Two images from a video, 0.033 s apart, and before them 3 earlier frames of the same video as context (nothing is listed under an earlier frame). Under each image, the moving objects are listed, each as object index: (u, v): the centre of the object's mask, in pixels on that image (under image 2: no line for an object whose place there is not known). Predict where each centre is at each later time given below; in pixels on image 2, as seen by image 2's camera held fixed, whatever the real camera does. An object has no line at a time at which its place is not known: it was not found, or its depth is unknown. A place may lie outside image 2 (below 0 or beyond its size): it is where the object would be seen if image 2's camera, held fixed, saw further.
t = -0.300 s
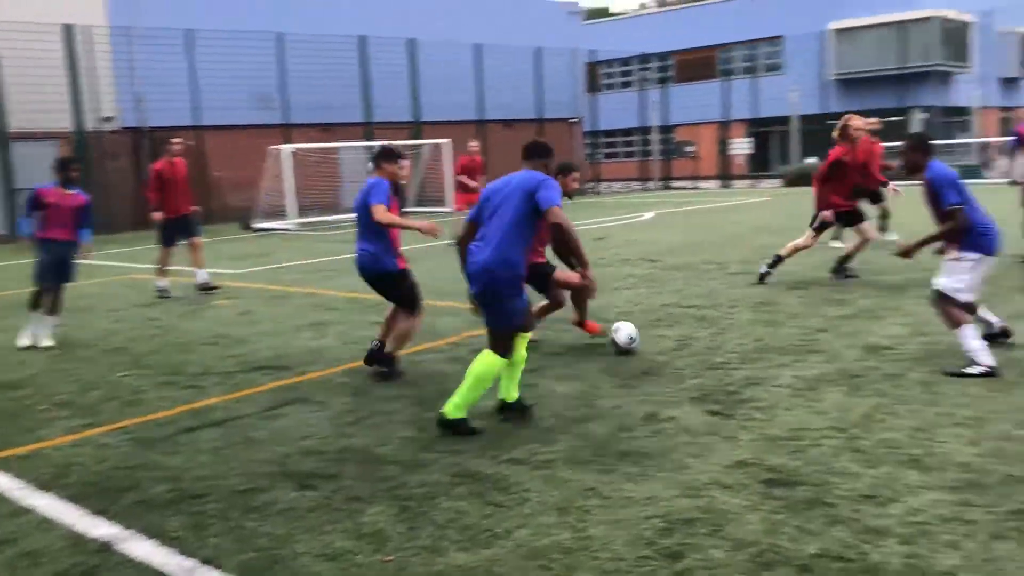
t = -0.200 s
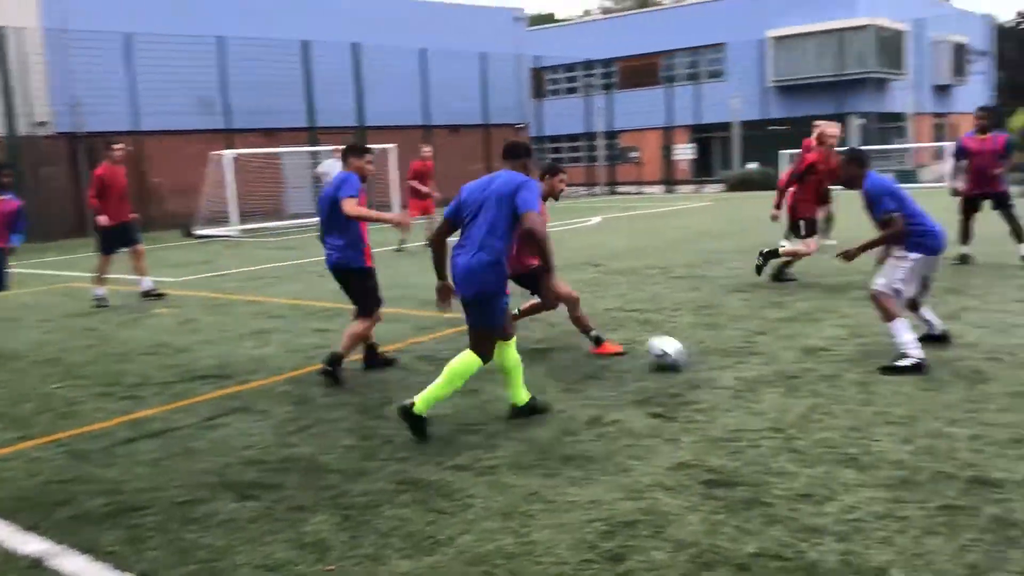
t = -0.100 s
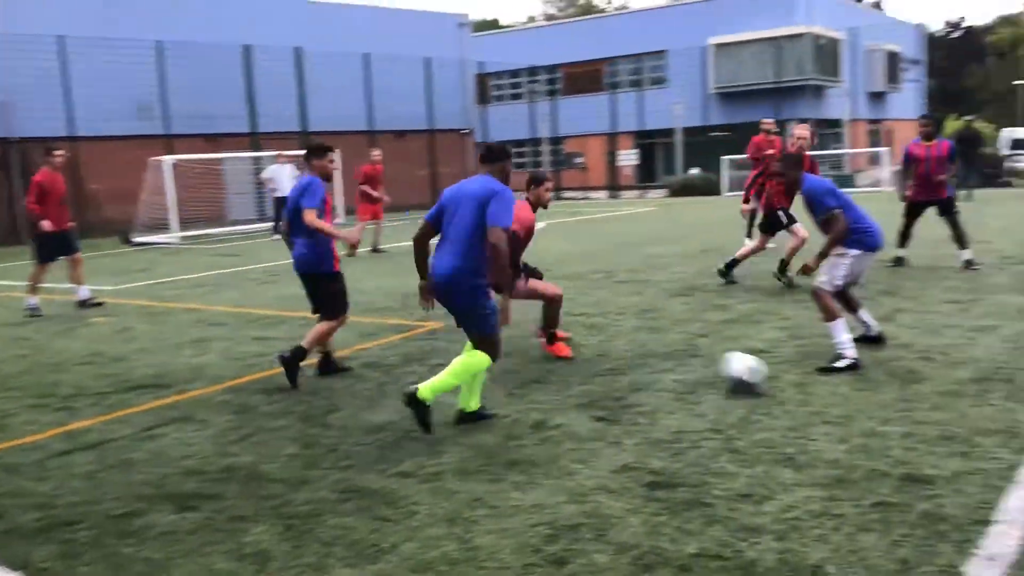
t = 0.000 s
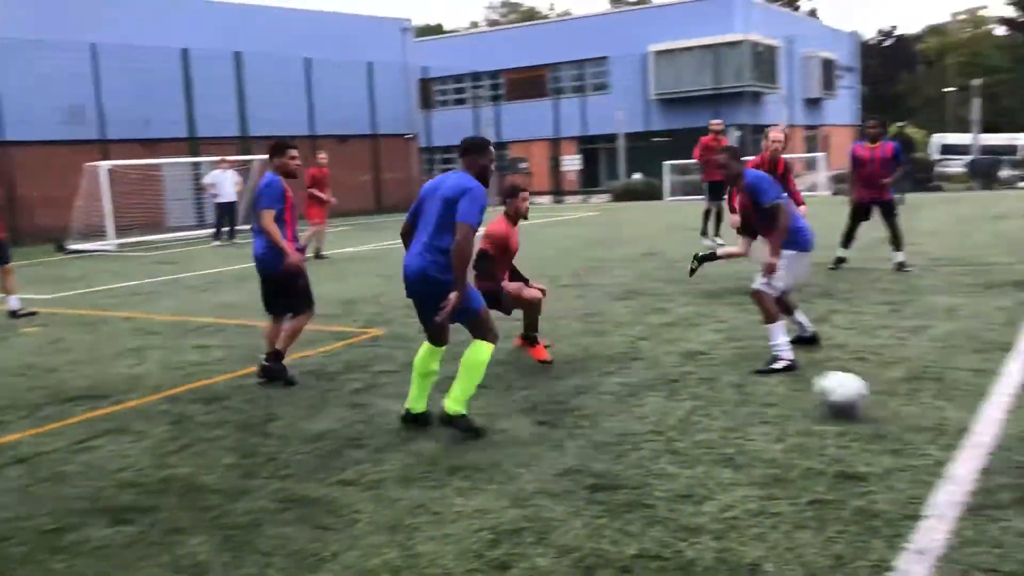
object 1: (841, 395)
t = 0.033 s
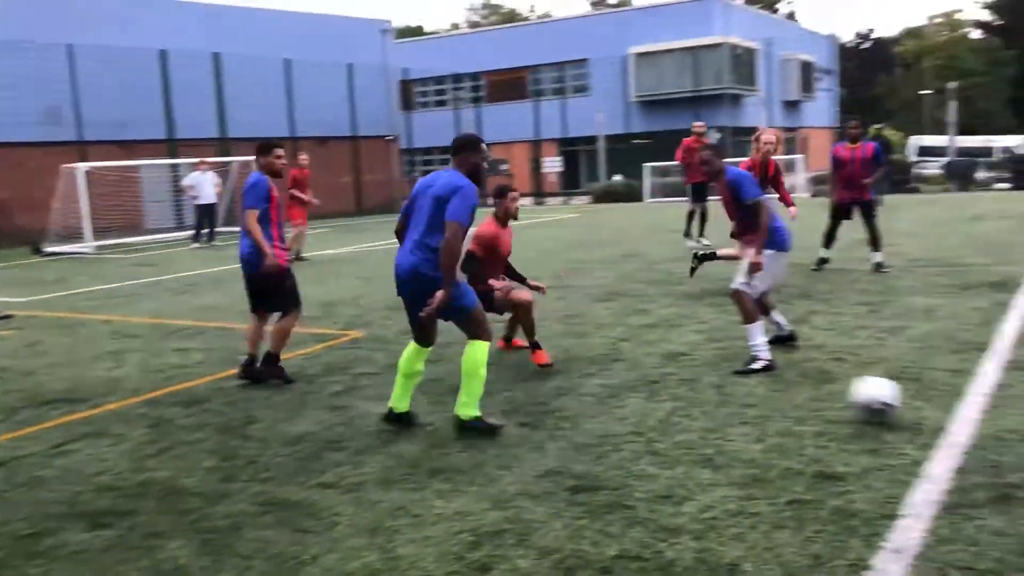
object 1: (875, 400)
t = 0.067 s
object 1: (934, 406)
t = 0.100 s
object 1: (1007, 419)
